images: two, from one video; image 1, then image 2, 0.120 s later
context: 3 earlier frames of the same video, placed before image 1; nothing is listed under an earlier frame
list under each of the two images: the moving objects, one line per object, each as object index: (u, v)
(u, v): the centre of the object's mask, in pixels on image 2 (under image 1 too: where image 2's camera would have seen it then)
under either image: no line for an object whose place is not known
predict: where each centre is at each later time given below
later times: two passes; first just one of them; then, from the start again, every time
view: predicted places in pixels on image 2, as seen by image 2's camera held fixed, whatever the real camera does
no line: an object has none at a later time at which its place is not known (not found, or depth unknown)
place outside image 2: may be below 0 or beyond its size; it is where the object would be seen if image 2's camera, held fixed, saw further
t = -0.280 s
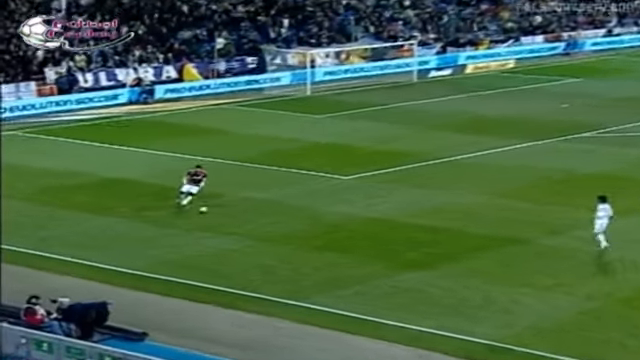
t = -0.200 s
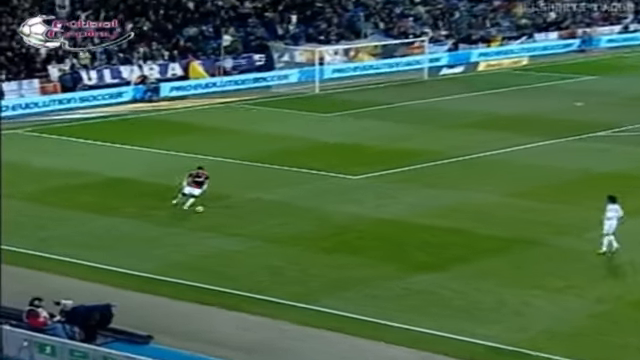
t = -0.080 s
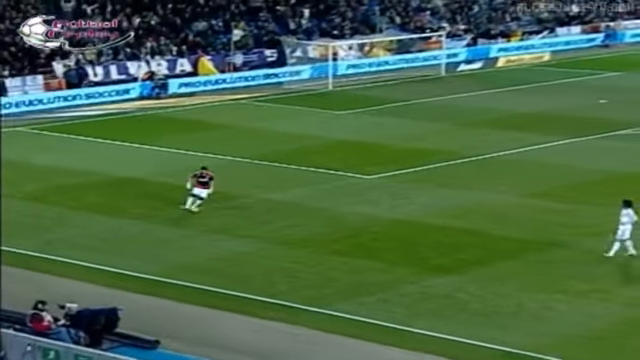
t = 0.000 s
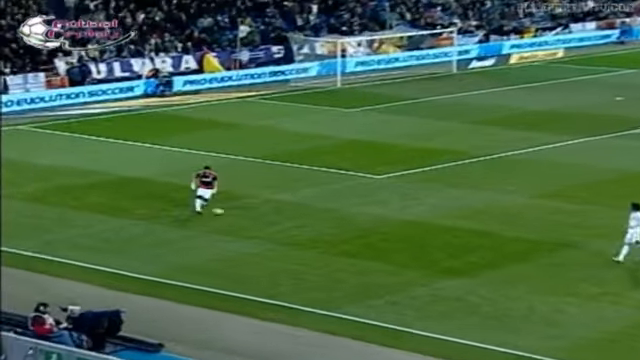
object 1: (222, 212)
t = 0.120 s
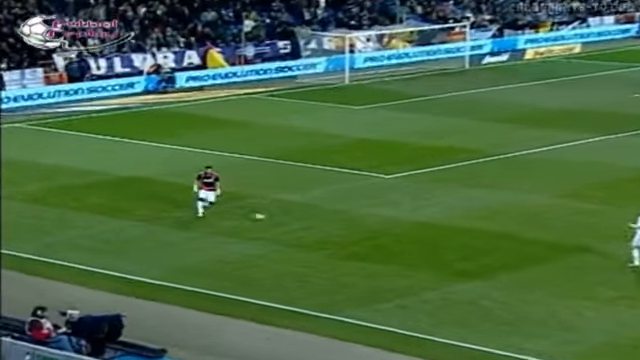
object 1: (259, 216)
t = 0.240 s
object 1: (294, 221)
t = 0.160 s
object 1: (271, 217)
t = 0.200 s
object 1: (282, 219)
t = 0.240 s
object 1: (294, 221)
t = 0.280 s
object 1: (306, 222)
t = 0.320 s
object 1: (318, 223)
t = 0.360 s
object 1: (330, 225)
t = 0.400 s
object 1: (341, 226)
